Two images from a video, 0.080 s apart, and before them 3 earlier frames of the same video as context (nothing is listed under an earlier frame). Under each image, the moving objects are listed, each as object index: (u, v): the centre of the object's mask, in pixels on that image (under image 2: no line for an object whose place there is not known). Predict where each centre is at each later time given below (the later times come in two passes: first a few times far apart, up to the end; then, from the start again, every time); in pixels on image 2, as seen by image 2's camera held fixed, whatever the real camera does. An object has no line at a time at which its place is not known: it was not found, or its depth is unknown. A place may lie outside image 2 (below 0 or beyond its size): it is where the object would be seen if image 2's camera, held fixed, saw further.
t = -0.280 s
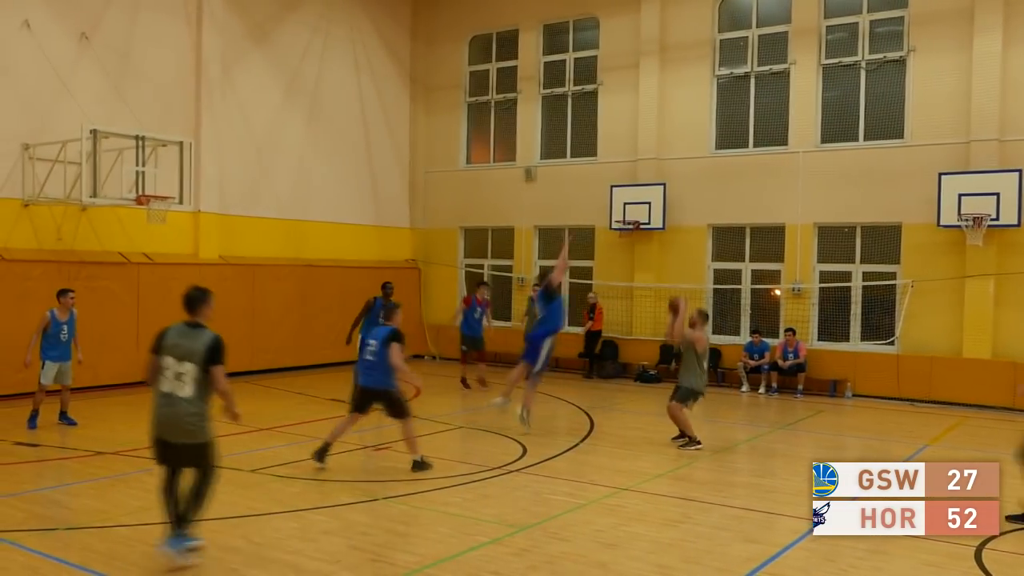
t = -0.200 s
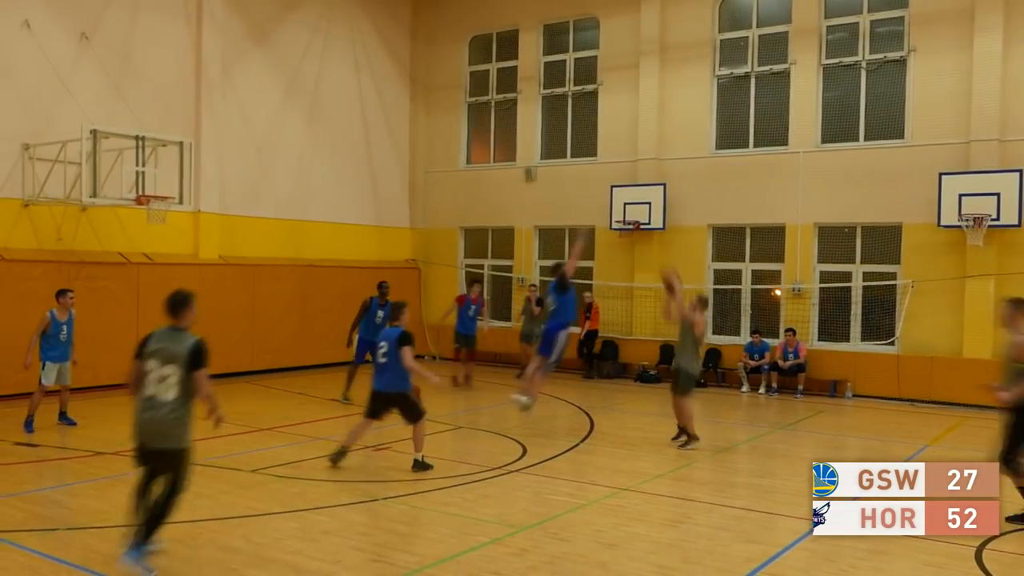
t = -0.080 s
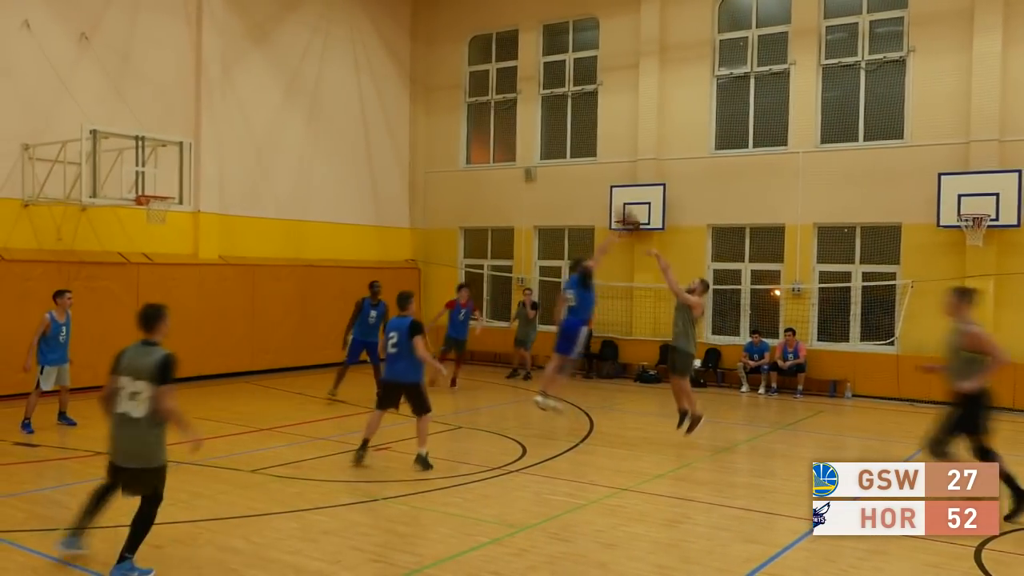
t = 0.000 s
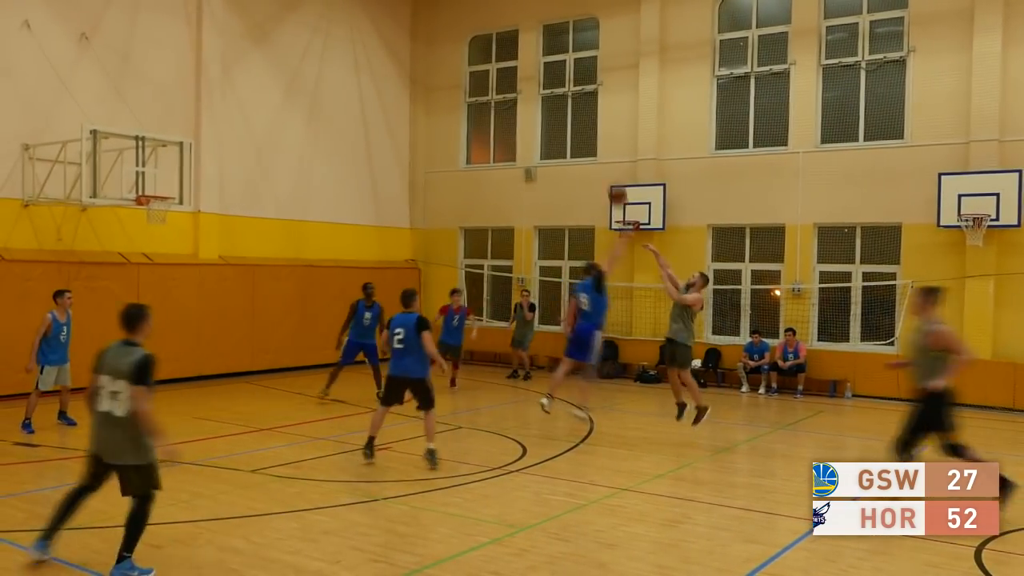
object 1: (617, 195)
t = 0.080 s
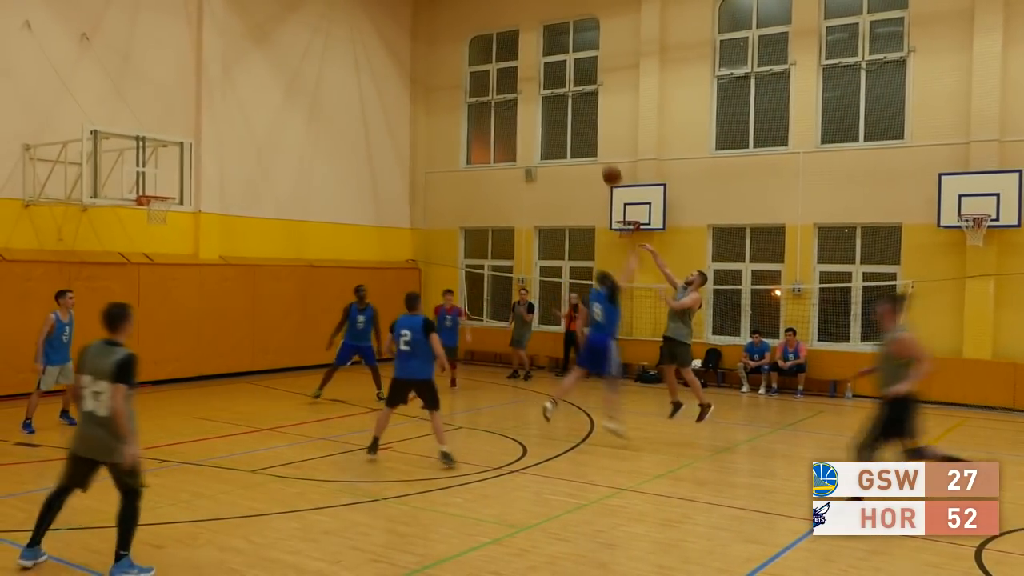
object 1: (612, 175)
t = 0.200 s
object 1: (603, 156)
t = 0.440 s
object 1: (584, 150)
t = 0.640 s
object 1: (568, 178)
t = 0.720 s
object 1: (562, 198)
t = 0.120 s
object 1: (609, 167)
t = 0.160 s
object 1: (606, 161)
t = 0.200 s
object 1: (603, 156)
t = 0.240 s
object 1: (600, 151)
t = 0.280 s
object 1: (597, 149)
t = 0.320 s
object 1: (593, 148)
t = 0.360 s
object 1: (591, 148)
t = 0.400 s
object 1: (588, 148)
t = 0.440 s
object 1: (584, 150)
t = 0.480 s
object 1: (581, 153)
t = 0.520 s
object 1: (578, 158)
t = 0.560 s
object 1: (574, 163)
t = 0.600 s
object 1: (571, 170)
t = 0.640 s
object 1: (568, 178)
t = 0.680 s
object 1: (565, 187)
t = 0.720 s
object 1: (562, 198)
